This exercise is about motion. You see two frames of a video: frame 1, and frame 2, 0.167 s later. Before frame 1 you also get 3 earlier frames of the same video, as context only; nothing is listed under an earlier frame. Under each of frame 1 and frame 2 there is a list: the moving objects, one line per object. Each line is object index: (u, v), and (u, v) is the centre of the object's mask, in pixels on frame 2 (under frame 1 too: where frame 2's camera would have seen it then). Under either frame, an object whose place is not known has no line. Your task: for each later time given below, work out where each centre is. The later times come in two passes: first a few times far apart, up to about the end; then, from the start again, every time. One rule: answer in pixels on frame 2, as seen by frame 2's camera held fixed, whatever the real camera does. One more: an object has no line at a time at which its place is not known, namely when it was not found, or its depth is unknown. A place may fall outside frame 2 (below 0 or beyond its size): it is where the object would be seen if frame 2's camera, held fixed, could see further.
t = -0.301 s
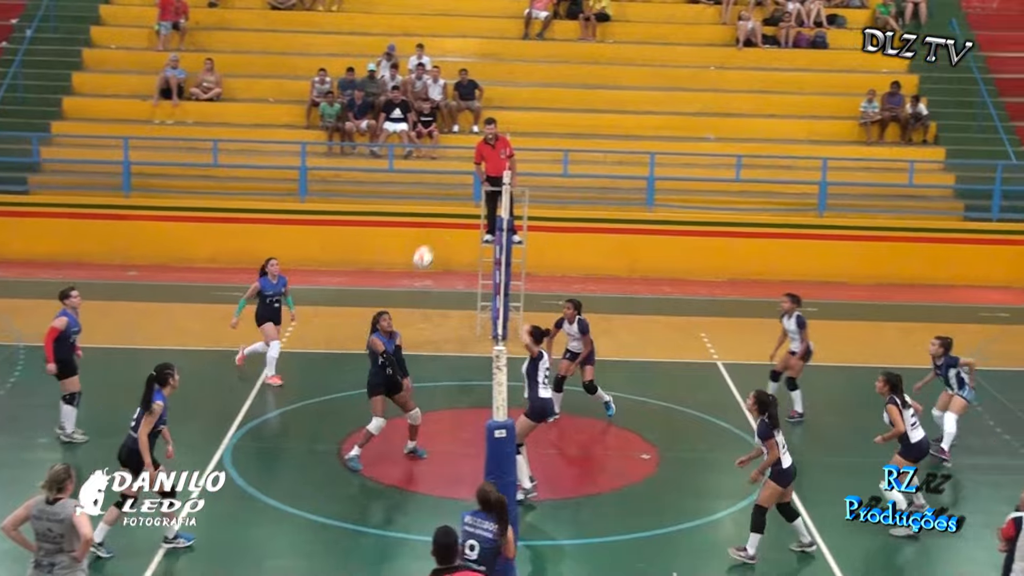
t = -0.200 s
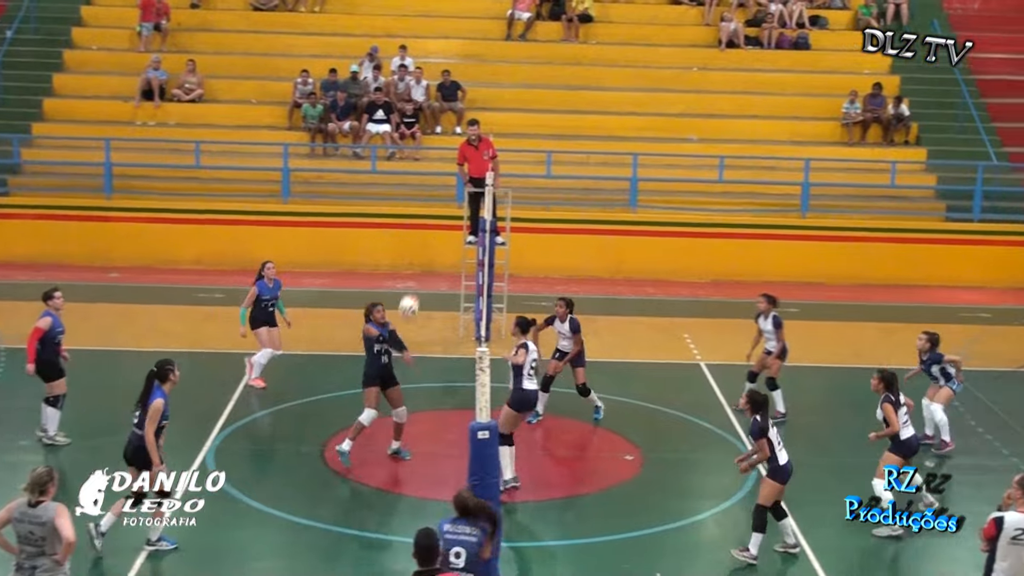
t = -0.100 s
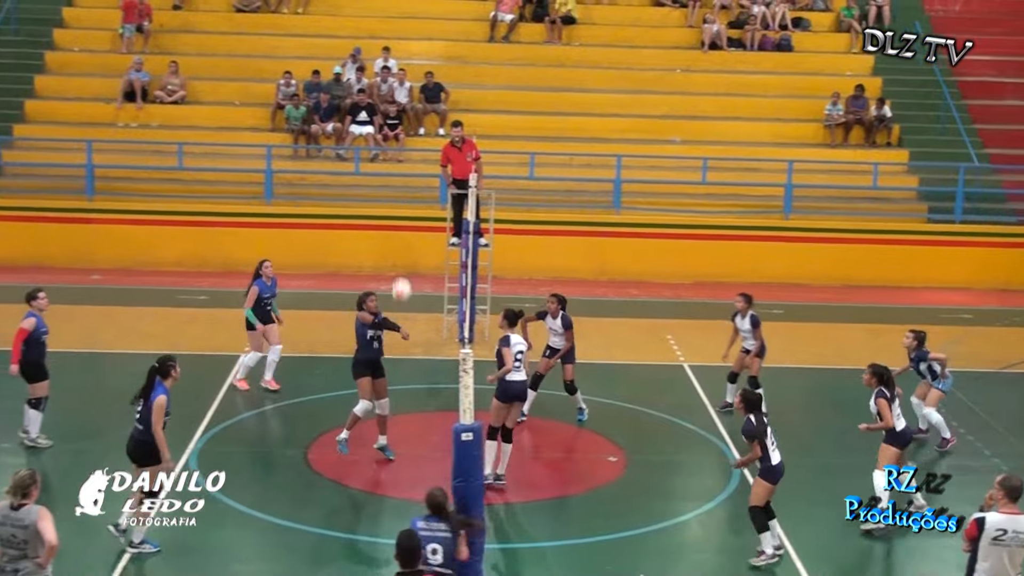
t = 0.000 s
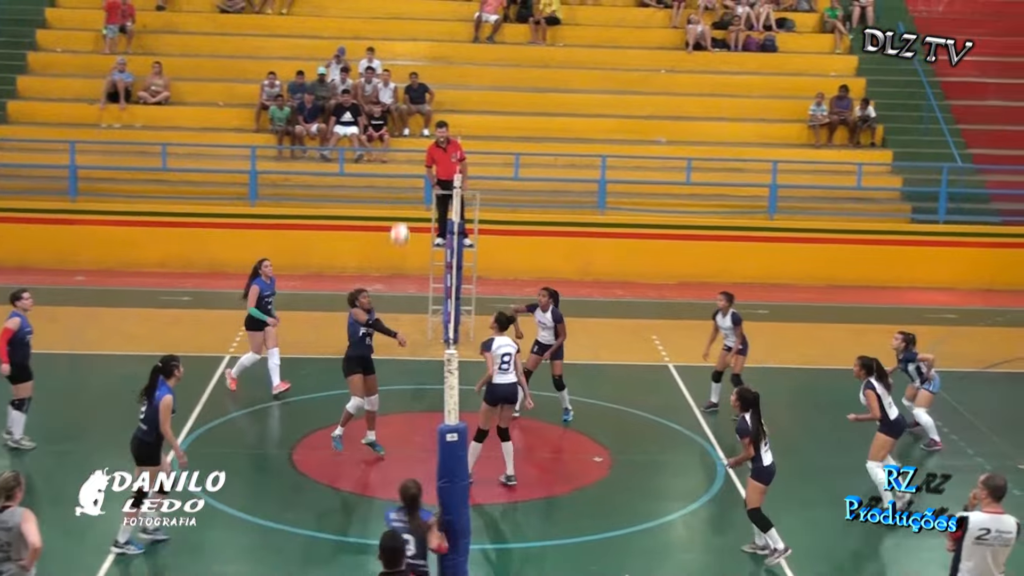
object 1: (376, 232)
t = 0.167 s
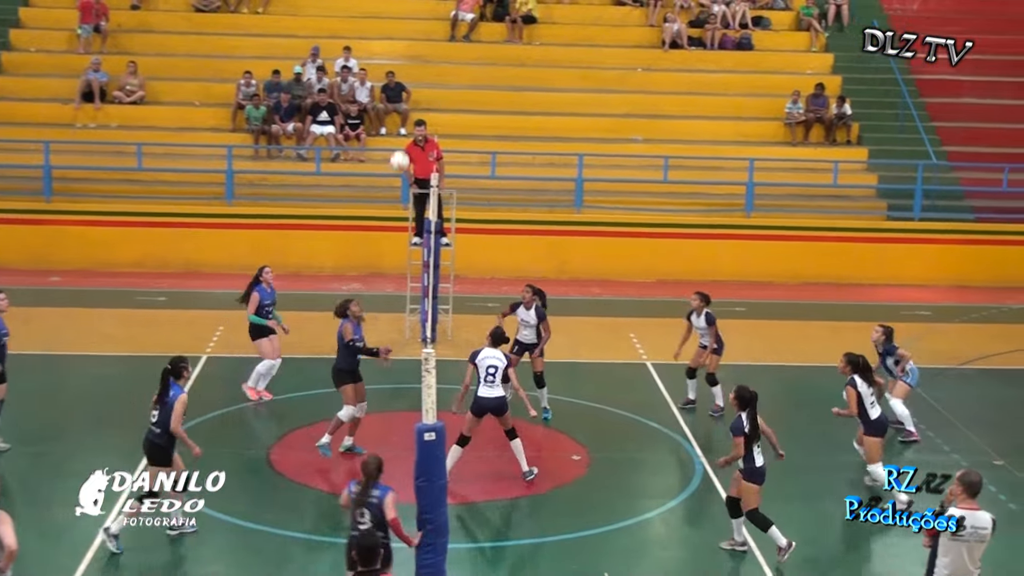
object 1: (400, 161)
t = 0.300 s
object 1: (417, 124)
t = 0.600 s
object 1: (451, 101)
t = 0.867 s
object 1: (479, 147)
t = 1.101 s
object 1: (499, 234)
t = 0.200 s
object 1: (404, 150)
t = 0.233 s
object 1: (408, 140)
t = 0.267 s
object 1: (413, 132)
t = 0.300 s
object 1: (417, 124)
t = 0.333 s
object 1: (421, 117)
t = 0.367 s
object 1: (425, 111)
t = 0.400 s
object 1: (429, 107)
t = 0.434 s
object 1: (432, 104)
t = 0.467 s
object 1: (437, 101)
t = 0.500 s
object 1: (440, 100)
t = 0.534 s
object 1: (444, 99)
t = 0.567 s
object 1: (447, 100)
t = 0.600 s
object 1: (451, 101)
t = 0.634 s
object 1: (455, 103)
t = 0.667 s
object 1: (458, 108)
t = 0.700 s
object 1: (463, 113)
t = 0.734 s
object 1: (466, 117)
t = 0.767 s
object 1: (469, 123)
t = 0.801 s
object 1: (472, 131)
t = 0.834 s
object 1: (475, 139)
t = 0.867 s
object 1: (479, 147)
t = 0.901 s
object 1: (481, 157)
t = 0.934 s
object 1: (485, 168)
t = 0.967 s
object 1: (488, 179)
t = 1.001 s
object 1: (491, 192)
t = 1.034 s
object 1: (494, 206)
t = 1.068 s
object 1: (496, 218)
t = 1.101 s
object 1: (499, 234)
